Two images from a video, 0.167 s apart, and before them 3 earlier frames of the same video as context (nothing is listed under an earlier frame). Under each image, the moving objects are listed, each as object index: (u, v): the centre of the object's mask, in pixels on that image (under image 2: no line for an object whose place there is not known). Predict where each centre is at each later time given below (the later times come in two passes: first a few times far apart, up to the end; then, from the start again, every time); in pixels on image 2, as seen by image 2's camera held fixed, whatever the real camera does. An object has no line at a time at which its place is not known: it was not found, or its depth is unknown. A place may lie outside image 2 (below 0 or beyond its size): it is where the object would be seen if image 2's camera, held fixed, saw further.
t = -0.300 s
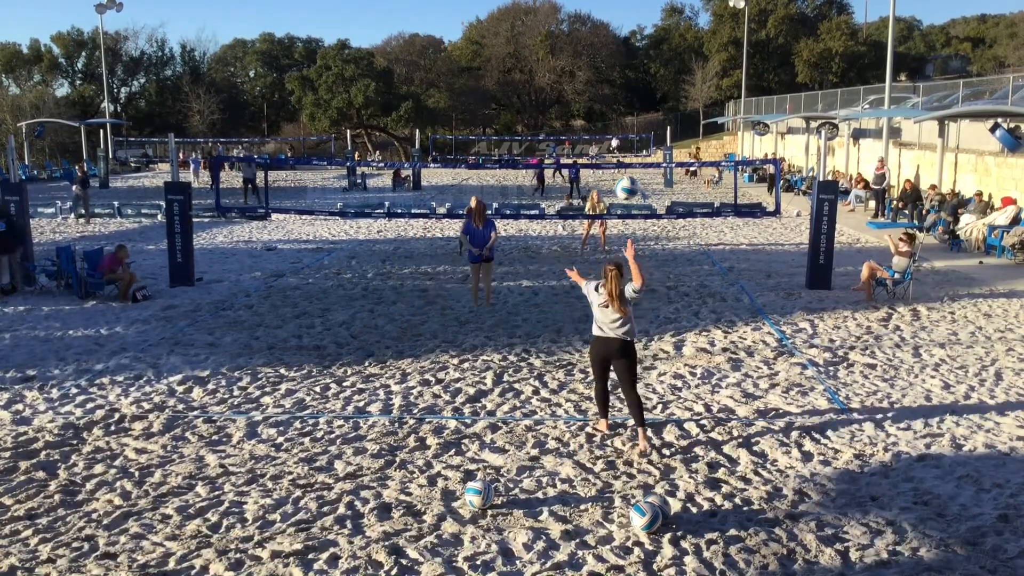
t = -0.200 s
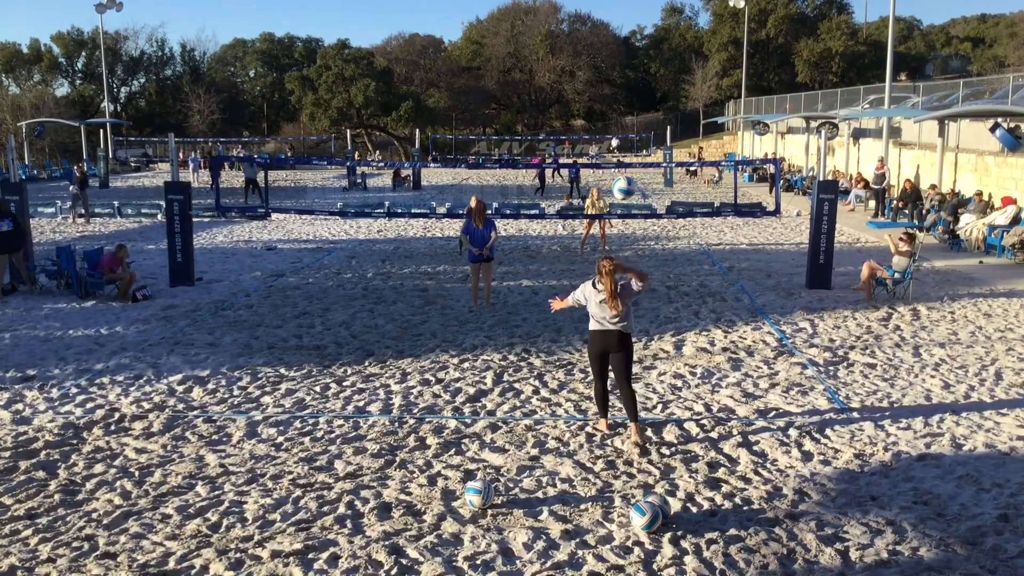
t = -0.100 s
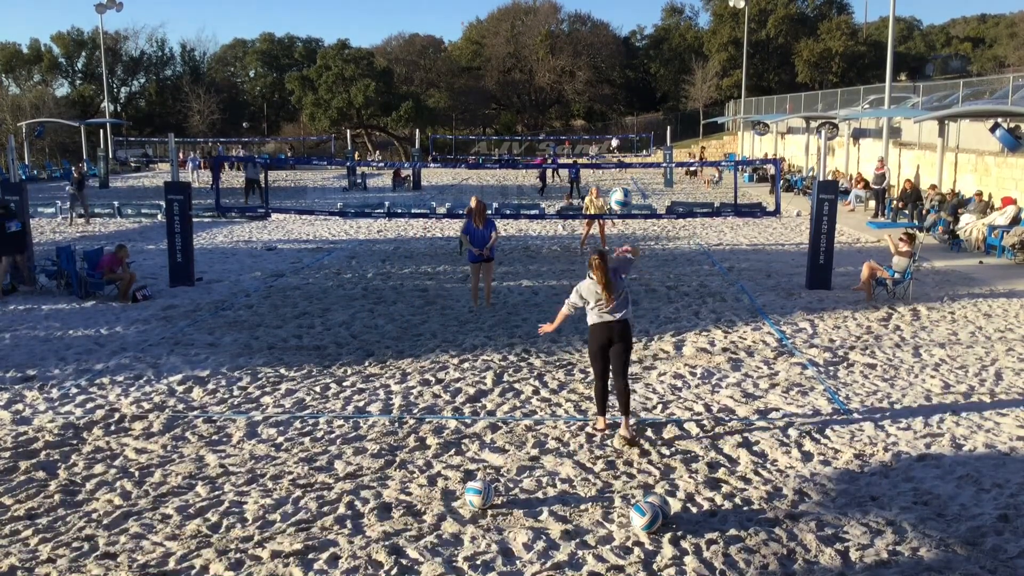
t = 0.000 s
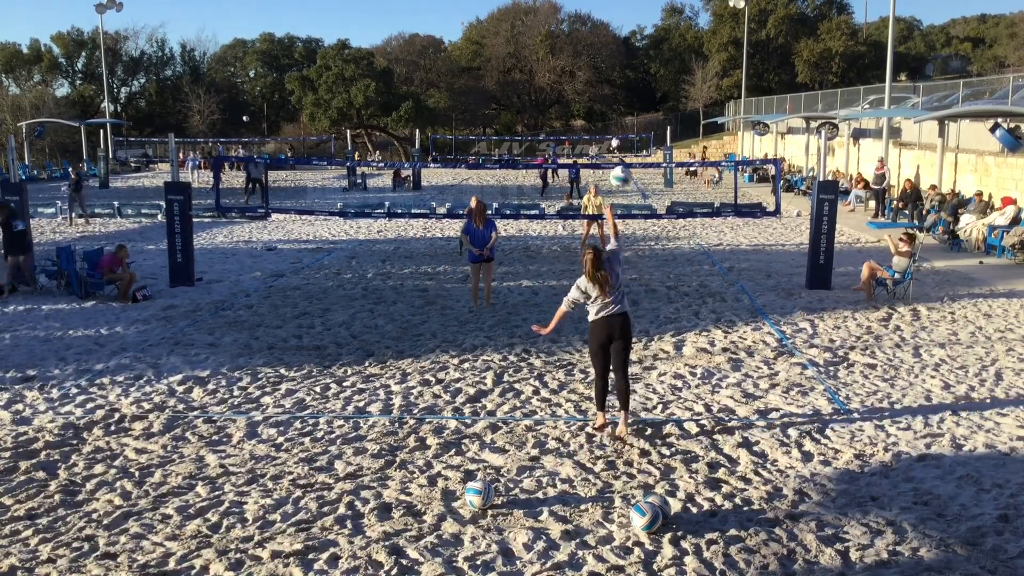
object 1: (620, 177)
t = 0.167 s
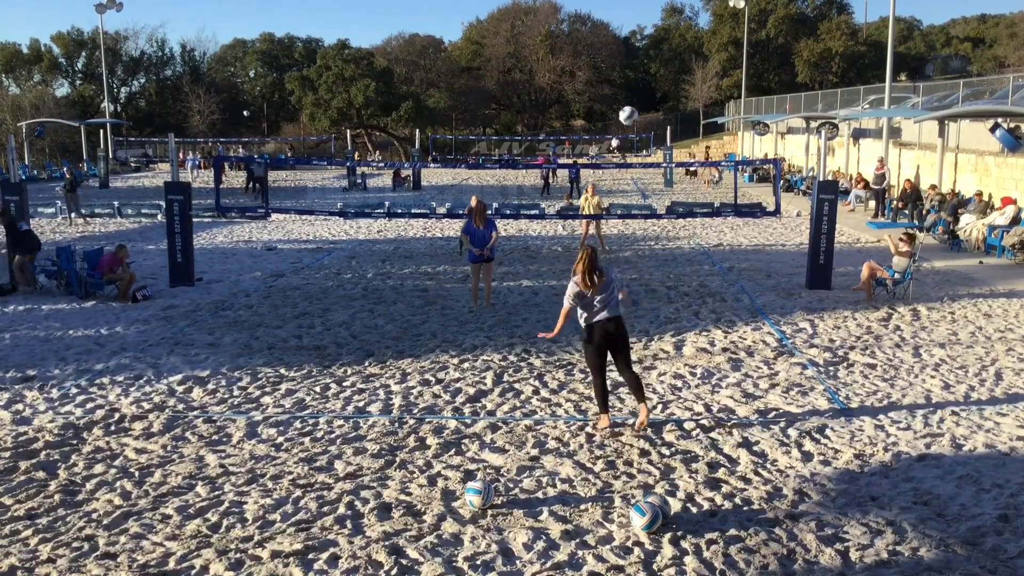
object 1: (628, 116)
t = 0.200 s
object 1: (630, 109)
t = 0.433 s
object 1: (636, 85)
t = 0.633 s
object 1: (634, 93)
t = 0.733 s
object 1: (632, 103)
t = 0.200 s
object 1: (630, 109)
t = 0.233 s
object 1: (632, 102)
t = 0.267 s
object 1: (633, 97)
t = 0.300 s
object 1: (634, 93)
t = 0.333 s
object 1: (635, 89)
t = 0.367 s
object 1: (635, 87)
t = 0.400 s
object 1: (636, 85)
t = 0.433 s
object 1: (636, 85)
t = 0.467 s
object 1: (636, 85)
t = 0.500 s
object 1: (636, 86)
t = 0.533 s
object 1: (636, 87)
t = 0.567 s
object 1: (635, 89)
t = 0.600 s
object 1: (635, 90)
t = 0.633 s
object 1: (634, 93)
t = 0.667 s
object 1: (633, 97)
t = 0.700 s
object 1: (633, 100)
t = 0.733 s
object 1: (632, 103)
